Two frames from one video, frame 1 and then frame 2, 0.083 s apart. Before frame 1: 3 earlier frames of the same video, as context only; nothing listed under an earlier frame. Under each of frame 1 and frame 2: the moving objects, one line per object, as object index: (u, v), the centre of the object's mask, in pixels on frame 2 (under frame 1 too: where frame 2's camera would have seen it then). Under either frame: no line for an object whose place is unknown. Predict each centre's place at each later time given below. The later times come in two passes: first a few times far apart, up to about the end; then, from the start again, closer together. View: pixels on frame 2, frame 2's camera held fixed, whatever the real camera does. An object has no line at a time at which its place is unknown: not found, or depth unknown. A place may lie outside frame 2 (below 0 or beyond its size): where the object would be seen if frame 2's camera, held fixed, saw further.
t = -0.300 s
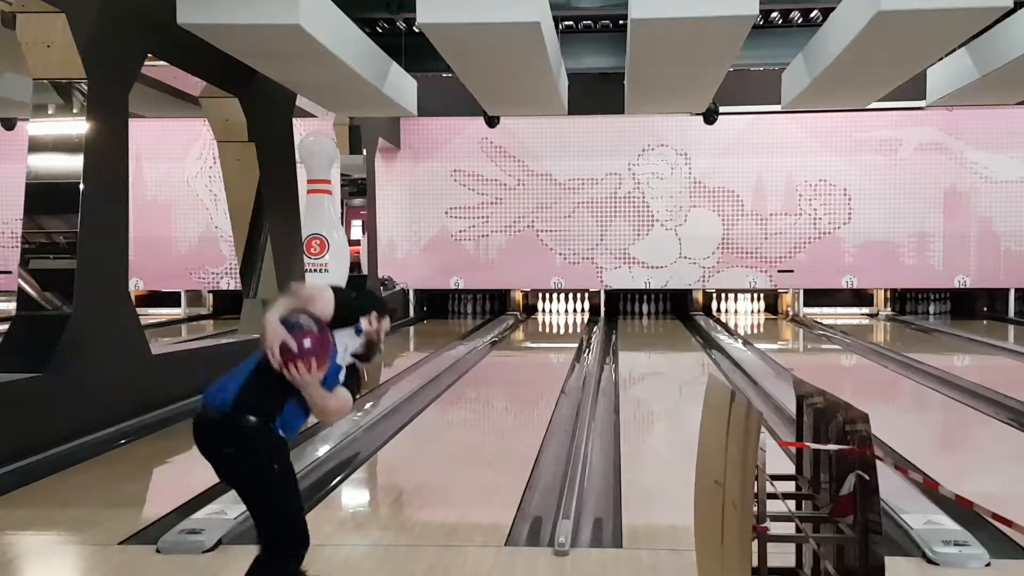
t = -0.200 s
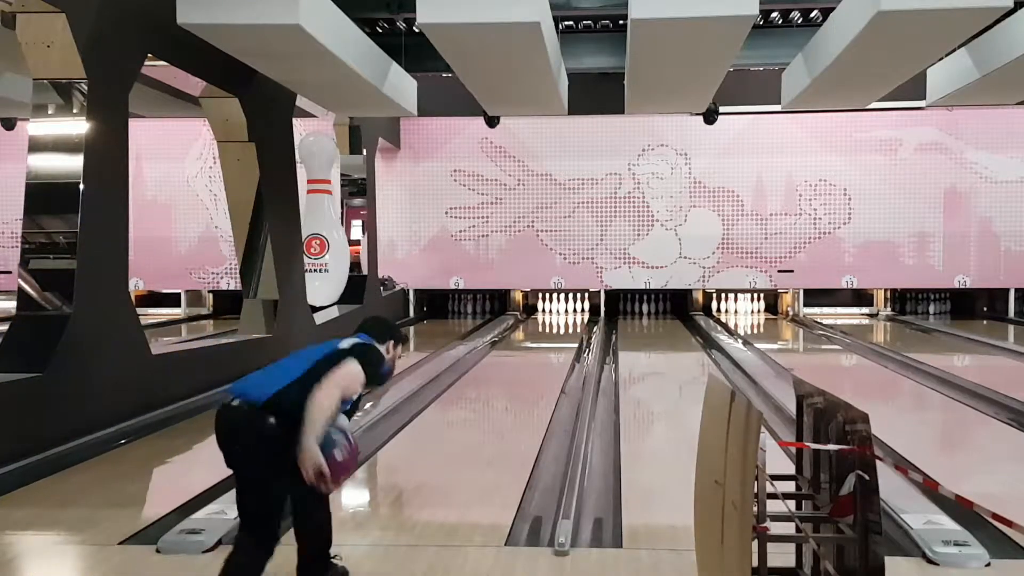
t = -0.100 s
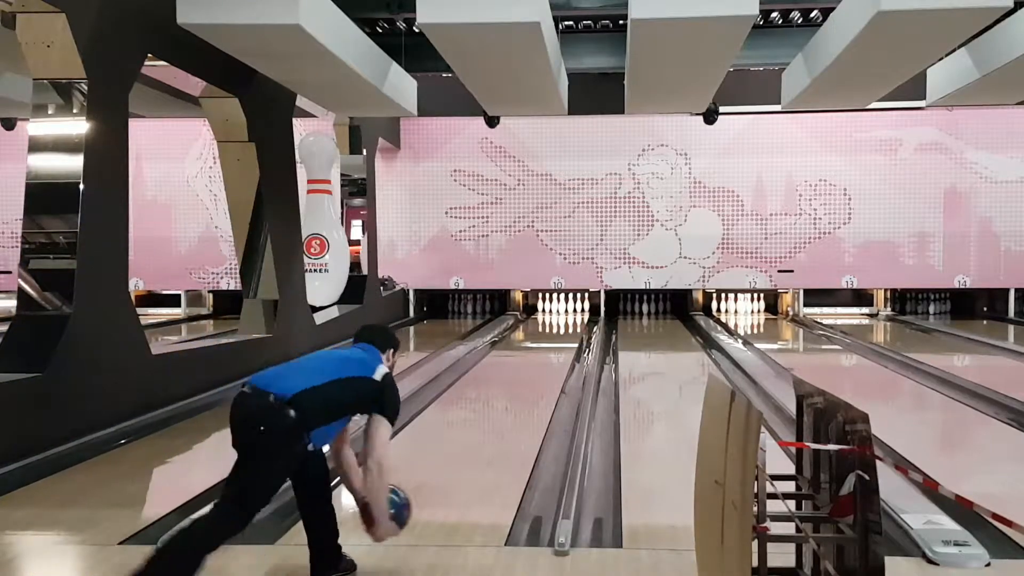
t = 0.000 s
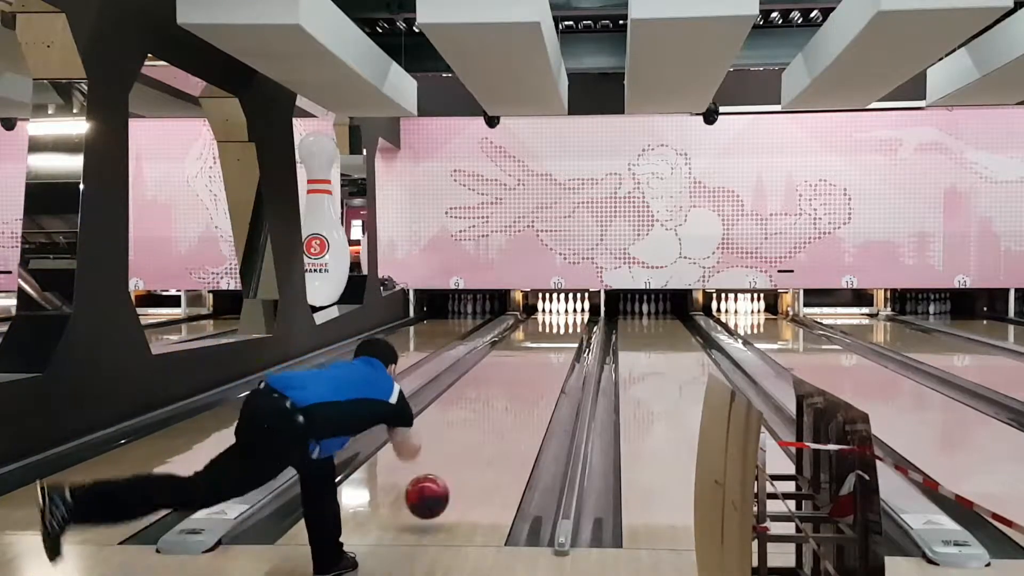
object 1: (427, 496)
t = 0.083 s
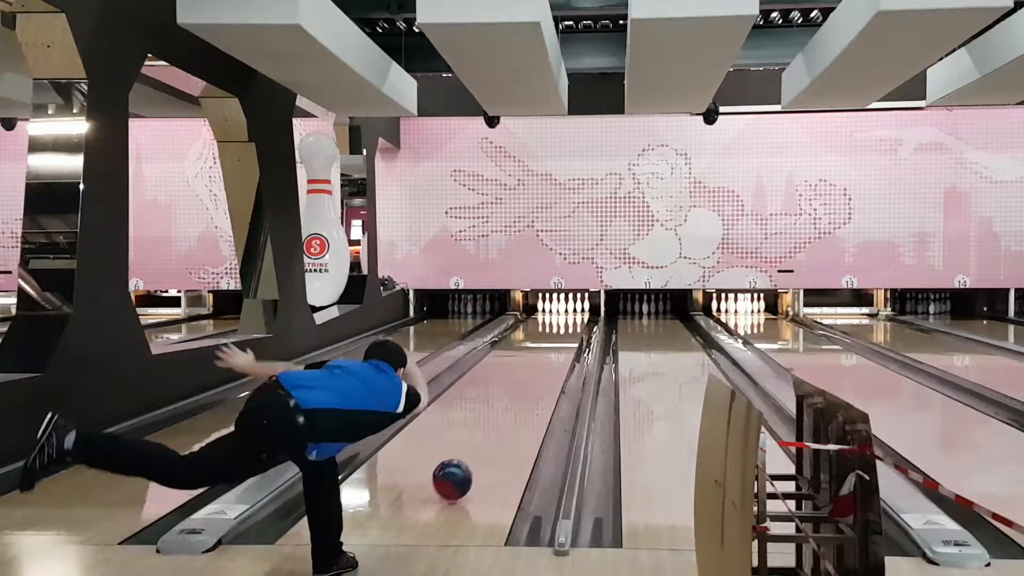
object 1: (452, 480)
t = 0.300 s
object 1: (499, 432)
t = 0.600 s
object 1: (537, 390)
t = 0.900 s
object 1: (560, 363)
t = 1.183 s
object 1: (573, 347)
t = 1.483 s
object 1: (579, 333)
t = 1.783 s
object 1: (578, 324)
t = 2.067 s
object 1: (577, 316)
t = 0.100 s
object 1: (457, 475)
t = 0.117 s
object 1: (461, 470)
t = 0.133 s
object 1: (465, 467)
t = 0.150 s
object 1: (469, 463)
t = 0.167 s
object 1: (473, 459)
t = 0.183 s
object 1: (476, 456)
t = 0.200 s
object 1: (480, 452)
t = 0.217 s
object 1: (483, 448)
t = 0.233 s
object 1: (487, 445)
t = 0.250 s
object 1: (490, 441)
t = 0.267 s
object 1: (493, 438)
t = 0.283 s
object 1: (496, 435)
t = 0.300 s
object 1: (499, 432)
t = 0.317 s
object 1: (501, 429)
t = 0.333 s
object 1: (504, 426)
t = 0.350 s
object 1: (507, 423)
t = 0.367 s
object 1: (509, 421)
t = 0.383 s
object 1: (511, 418)
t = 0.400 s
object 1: (514, 415)
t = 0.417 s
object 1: (516, 413)
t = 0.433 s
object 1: (518, 410)
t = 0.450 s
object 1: (521, 408)
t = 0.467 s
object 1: (523, 406)
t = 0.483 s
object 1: (525, 403)
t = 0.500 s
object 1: (527, 401)
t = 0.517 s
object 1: (529, 399)
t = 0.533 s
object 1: (530, 397)
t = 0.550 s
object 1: (532, 395)
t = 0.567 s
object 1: (534, 393)
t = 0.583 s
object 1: (536, 391)
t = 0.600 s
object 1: (537, 390)
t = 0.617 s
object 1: (539, 388)
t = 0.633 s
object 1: (540, 386)
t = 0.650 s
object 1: (542, 384)
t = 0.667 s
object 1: (543, 383)
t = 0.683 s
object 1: (545, 381)
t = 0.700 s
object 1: (546, 379)
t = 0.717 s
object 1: (548, 378)
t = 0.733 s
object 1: (549, 376)
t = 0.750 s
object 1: (550, 375)
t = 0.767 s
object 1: (551, 373)
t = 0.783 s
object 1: (552, 372)
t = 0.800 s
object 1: (554, 371)
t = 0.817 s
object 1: (555, 369)
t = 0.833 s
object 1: (556, 368)
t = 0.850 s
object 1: (557, 367)
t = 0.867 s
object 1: (558, 366)
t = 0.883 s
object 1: (559, 365)
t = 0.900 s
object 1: (560, 363)
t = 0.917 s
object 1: (561, 362)
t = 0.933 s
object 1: (562, 361)
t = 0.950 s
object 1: (563, 360)
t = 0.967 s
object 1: (563, 359)
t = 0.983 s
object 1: (564, 358)
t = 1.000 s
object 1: (565, 357)
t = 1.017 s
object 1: (566, 356)
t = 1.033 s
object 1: (567, 355)
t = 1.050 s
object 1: (567, 354)
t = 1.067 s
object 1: (568, 353)
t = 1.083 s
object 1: (569, 352)
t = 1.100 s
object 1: (570, 351)
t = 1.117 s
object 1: (571, 350)
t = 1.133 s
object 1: (571, 349)
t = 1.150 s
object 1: (571, 349)
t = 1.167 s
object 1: (572, 348)
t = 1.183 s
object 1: (573, 347)
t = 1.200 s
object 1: (573, 346)
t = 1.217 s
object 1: (574, 345)
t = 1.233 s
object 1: (574, 344)
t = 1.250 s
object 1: (575, 344)
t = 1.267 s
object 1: (575, 343)
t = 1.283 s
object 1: (575, 342)
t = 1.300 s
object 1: (576, 341)
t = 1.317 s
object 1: (577, 340)
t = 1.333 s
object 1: (577, 340)
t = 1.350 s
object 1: (576, 339)
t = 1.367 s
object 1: (578, 338)
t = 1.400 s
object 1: (577, 337)
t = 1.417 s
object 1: (577, 336)
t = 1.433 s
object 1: (578, 336)
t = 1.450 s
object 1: (577, 335)
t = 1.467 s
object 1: (578, 334)
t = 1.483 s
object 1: (579, 333)
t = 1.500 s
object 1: (578, 333)
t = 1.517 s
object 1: (578, 332)
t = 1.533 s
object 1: (579, 332)
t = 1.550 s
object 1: (578, 331)
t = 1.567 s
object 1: (579, 330)
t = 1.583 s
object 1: (579, 330)
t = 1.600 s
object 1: (578, 329)
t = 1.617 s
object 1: (578, 329)
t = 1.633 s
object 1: (578, 329)
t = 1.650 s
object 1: (578, 328)
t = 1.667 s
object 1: (578, 327)
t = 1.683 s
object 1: (578, 327)
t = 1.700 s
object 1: (578, 326)
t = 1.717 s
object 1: (578, 325)
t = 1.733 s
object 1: (578, 325)
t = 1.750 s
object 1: (578, 324)
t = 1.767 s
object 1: (578, 324)
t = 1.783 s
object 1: (578, 324)
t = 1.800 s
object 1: (578, 323)
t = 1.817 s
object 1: (578, 323)
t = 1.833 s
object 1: (578, 322)
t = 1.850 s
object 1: (578, 322)
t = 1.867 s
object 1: (578, 322)
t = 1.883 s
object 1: (577, 321)
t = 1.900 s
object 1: (577, 321)
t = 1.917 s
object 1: (577, 320)
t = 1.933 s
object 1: (577, 320)
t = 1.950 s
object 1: (577, 319)
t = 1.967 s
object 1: (577, 319)
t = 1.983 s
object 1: (577, 318)
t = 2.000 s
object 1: (577, 318)
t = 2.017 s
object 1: (577, 317)
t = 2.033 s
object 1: (577, 317)
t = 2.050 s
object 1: (577, 317)
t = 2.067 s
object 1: (577, 316)
